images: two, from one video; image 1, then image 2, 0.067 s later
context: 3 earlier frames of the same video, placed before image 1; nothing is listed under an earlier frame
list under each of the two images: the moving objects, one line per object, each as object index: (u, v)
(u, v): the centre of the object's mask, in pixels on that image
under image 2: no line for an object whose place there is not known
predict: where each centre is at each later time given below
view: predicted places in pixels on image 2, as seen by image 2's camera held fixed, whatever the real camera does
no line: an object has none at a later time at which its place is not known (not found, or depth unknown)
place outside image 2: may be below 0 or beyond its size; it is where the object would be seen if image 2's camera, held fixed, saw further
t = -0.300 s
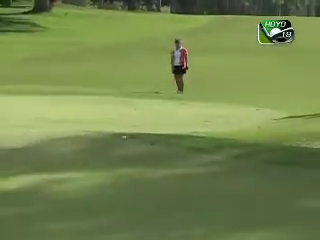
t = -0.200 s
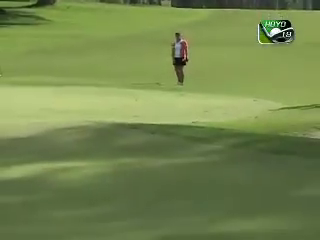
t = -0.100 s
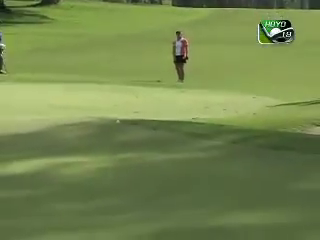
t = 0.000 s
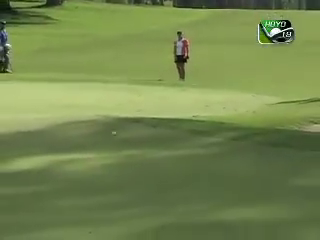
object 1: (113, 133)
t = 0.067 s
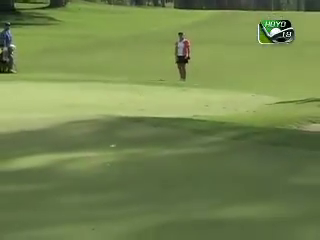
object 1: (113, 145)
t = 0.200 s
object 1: (103, 190)
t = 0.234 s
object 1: (100, 191)
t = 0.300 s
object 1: (95, 184)
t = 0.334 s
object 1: (92, 182)
